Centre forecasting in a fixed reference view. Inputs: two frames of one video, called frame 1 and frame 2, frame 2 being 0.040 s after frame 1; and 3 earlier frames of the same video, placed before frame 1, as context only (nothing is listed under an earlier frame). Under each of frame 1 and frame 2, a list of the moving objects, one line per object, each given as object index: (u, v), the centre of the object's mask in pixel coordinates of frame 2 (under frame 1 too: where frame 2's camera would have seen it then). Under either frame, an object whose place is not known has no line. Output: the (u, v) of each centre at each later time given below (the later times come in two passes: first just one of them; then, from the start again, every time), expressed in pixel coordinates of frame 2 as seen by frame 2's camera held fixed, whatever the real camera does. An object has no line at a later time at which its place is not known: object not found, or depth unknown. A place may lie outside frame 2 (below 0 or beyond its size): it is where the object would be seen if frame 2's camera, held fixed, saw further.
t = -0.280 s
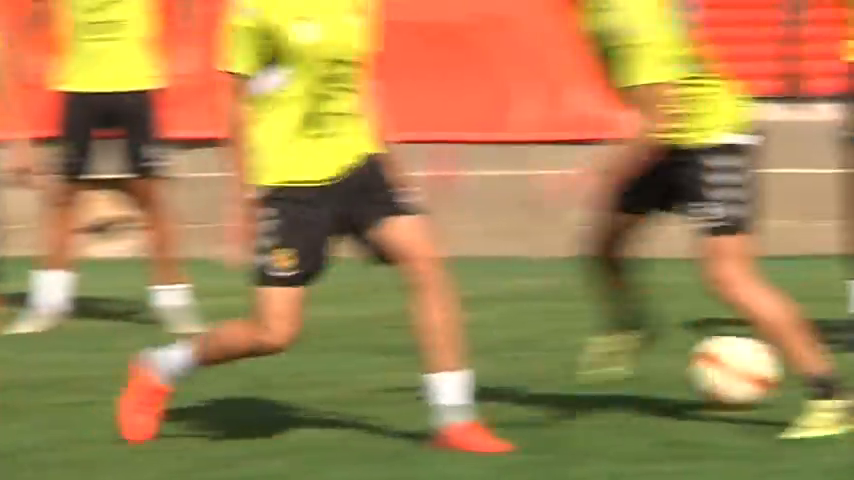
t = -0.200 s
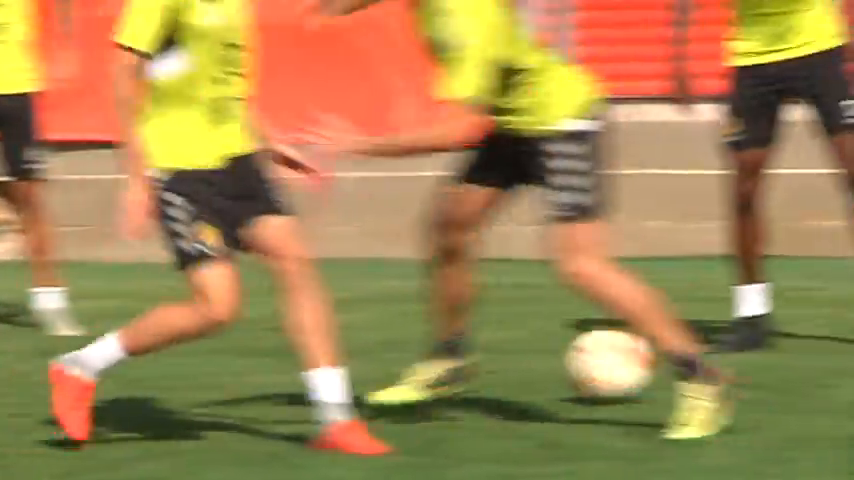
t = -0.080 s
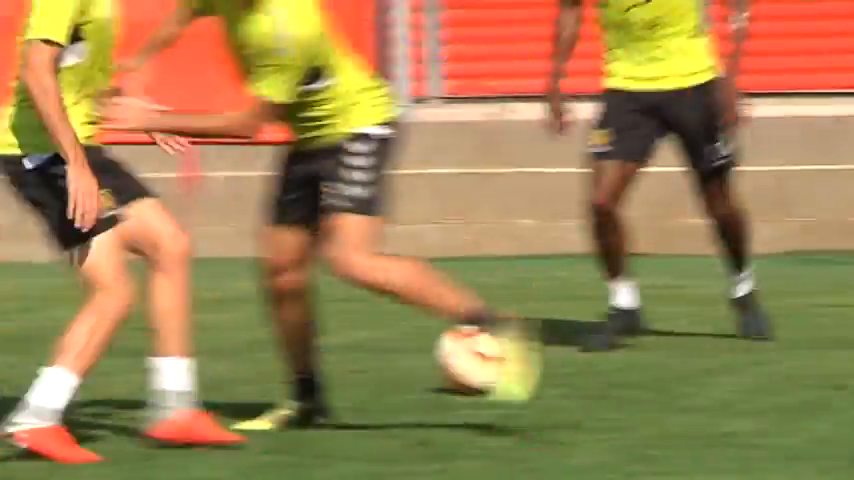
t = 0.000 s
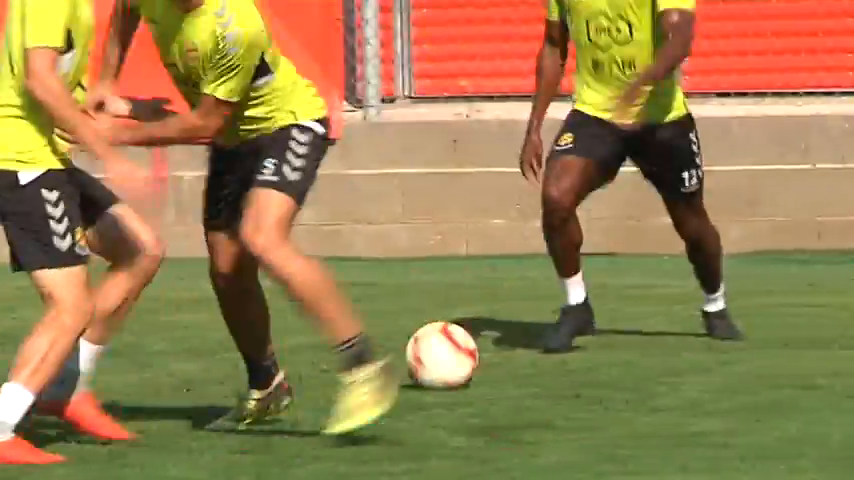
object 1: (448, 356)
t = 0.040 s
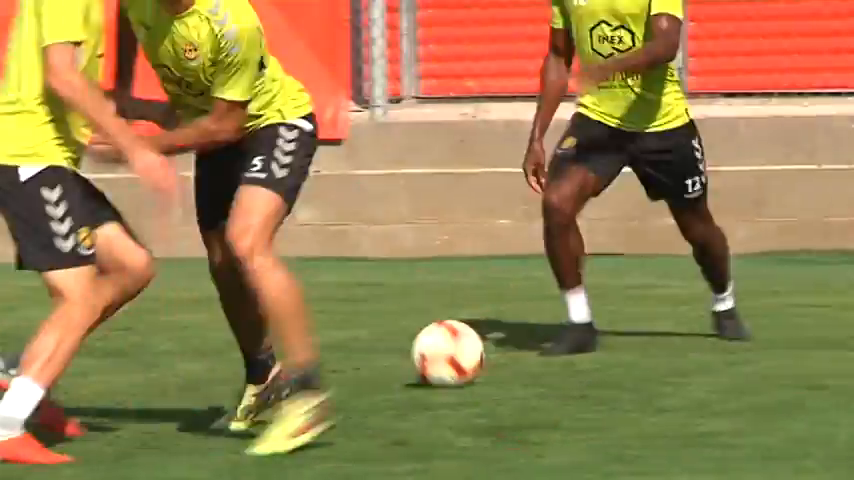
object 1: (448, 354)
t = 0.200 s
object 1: (447, 347)
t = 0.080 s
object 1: (446, 352)
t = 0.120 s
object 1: (447, 350)
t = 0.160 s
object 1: (446, 349)
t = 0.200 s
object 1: (447, 347)
